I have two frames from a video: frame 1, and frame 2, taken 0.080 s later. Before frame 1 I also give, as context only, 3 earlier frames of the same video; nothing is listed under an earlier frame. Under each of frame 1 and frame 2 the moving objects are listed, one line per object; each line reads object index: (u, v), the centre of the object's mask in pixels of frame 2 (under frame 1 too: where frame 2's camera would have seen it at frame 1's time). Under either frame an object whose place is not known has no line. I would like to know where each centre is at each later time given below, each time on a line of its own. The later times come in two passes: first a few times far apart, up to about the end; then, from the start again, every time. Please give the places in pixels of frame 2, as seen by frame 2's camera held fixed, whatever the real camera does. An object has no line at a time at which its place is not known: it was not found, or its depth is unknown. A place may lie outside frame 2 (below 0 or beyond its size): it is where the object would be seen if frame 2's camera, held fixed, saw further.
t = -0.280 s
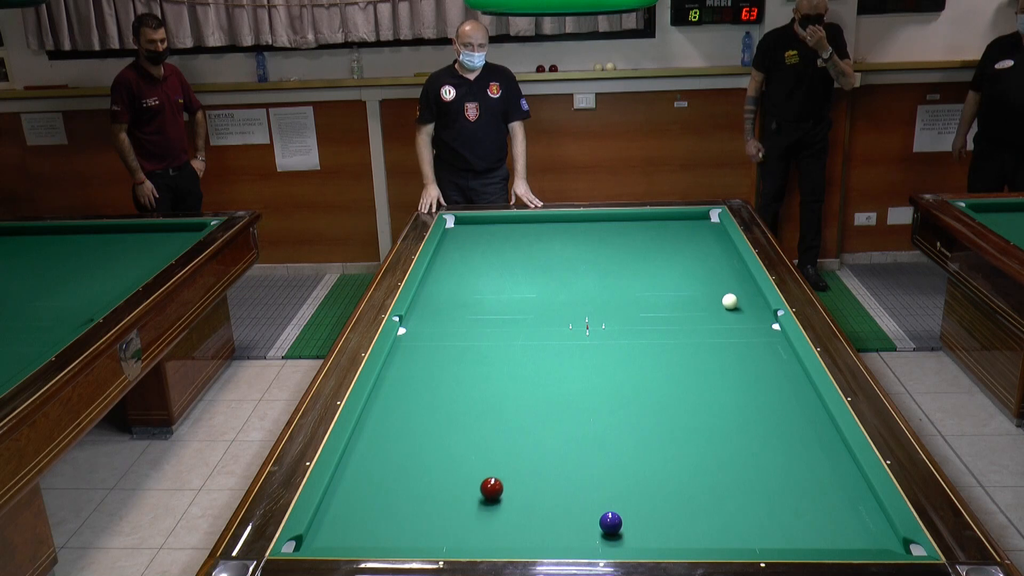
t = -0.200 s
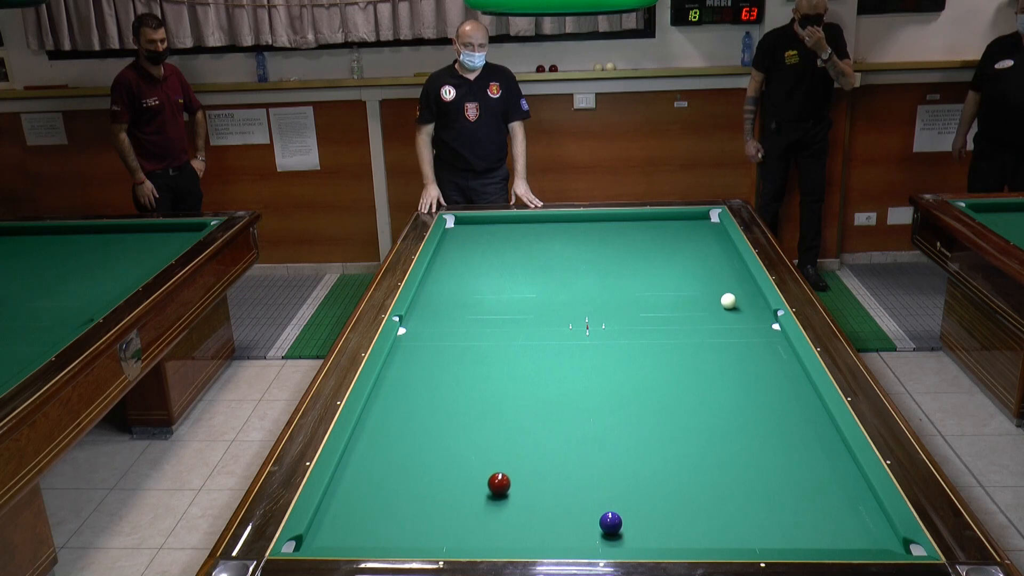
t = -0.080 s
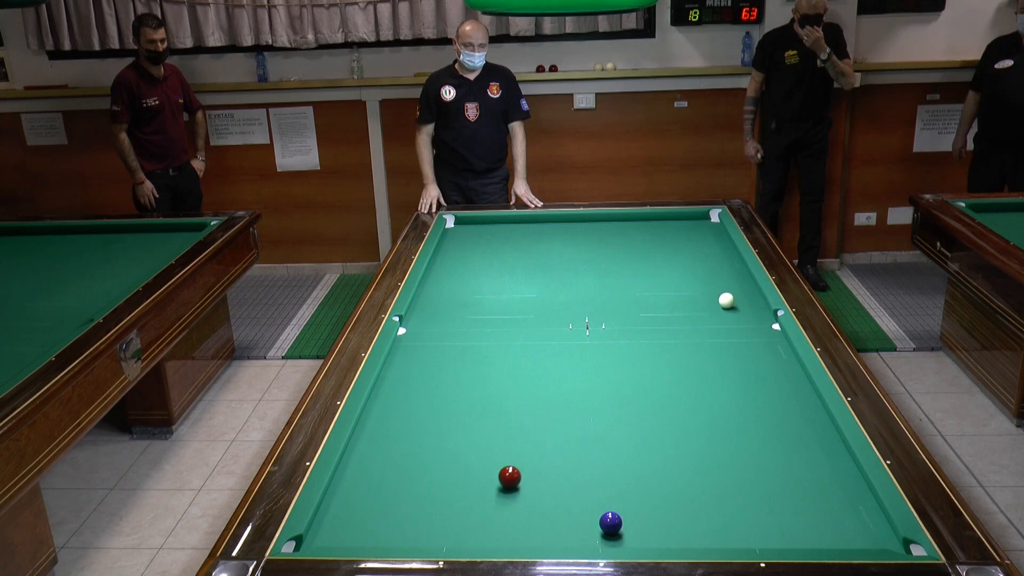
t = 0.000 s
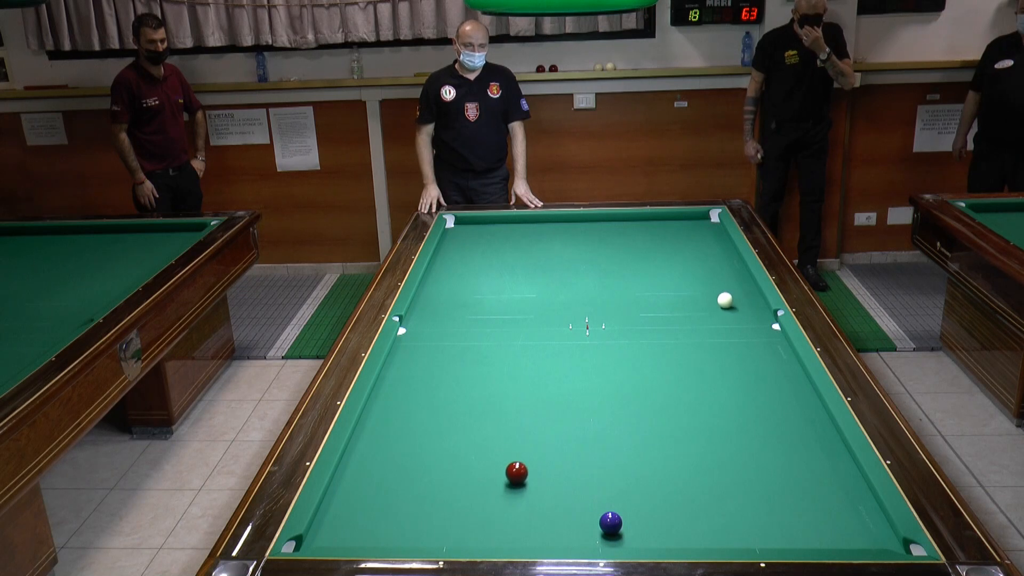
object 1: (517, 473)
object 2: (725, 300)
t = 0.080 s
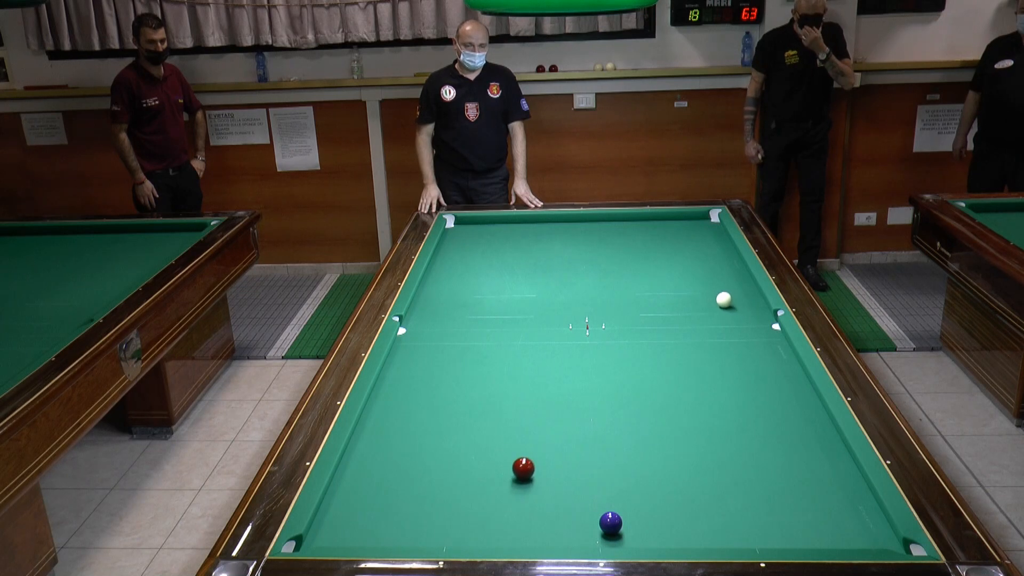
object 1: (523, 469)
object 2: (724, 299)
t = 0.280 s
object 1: (539, 458)
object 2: (721, 299)
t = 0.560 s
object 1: (560, 445)
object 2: (718, 298)
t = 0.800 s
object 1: (577, 434)
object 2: (715, 297)
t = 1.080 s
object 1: (594, 423)
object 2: (714, 297)
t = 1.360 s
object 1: (610, 412)
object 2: (713, 297)
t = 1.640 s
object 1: (625, 402)
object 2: (713, 296)
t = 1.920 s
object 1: (639, 393)
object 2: (713, 296)
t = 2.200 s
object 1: (651, 385)
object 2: (713, 297)
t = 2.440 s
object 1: (661, 378)
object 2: (713, 297)
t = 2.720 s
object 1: (671, 371)
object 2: (713, 297)
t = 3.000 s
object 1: (681, 364)
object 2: (713, 297)
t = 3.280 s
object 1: (690, 358)
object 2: (713, 297)
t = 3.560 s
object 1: (698, 352)
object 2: (713, 297)
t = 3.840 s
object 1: (705, 347)
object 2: (713, 297)
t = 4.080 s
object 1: (711, 343)
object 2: (713, 296)
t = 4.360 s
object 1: (716, 339)
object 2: (713, 296)
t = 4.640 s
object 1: (722, 335)
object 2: (713, 296)
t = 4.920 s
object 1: (726, 331)
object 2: (713, 296)
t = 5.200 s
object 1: (731, 328)
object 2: (713, 296)
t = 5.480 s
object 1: (735, 325)
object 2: (713, 296)
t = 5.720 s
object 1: (737, 323)
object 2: (713, 296)
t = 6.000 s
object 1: (740, 321)
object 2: (713, 297)
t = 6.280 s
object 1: (743, 319)
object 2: (713, 296)
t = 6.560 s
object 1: (745, 317)
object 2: (713, 297)
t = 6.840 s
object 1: (746, 316)
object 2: (713, 296)
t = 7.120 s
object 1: (747, 315)
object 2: (713, 296)
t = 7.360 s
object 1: (748, 314)
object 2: (713, 296)
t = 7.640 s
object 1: (748, 313)
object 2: (713, 296)
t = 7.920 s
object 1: (748, 313)
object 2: (713, 297)
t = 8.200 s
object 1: (748, 313)
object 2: (713, 297)
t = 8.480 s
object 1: (748, 313)
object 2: (713, 297)
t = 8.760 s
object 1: (748, 313)
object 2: (713, 297)
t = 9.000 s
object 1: (748, 313)
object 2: (713, 297)
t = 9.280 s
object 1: (748, 313)
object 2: (713, 297)
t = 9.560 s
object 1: (748, 313)
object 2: (713, 297)
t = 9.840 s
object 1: (748, 313)
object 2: (713, 296)
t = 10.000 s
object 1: (748, 313)
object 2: (713, 296)
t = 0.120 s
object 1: (527, 467)
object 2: (723, 299)
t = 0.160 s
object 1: (530, 465)
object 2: (723, 299)
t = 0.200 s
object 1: (533, 463)
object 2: (722, 299)
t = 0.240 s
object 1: (536, 461)
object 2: (721, 299)
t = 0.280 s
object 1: (539, 458)
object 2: (721, 299)
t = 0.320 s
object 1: (542, 457)
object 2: (720, 299)
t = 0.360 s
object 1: (545, 455)
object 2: (720, 298)
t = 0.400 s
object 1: (548, 453)
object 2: (719, 298)
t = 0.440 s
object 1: (551, 451)
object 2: (719, 298)
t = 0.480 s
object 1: (554, 449)
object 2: (718, 298)
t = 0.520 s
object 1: (557, 447)
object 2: (718, 298)
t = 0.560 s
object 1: (560, 445)
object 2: (718, 298)
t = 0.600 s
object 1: (563, 443)
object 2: (717, 298)
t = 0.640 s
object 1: (566, 441)
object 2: (717, 298)
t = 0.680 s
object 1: (568, 440)
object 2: (717, 298)
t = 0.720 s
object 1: (571, 438)
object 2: (716, 298)
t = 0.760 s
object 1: (574, 436)
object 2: (716, 297)
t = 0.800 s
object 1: (577, 434)
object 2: (715, 297)
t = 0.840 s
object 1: (579, 433)
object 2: (715, 297)
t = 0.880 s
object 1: (582, 431)
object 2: (715, 297)
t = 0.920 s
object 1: (584, 429)
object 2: (714, 297)
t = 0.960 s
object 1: (587, 428)
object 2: (714, 297)
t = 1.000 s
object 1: (589, 426)
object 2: (714, 297)
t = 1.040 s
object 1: (592, 424)
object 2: (714, 297)
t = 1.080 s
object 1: (594, 423)
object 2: (714, 297)
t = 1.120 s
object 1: (597, 421)
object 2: (714, 297)
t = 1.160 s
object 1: (599, 420)
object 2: (714, 297)
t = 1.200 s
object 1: (601, 418)
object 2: (713, 297)
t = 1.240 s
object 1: (604, 417)
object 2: (713, 297)
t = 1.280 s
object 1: (606, 415)
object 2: (713, 297)
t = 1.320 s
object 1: (608, 414)
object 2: (713, 297)
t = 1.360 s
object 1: (610, 412)
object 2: (713, 297)
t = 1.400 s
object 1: (613, 411)
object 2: (713, 296)
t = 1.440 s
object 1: (615, 409)
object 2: (713, 296)
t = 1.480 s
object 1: (617, 408)
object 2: (713, 296)
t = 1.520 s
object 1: (619, 407)
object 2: (713, 297)
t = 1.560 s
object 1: (621, 405)
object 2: (713, 296)
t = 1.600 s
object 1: (623, 404)
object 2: (713, 297)
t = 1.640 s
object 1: (625, 402)
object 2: (713, 296)
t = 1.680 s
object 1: (627, 401)
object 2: (713, 296)
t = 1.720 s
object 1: (629, 400)
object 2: (713, 296)
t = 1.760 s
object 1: (631, 398)
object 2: (713, 297)
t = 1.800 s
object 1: (633, 397)
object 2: (713, 297)
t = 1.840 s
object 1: (635, 396)
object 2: (713, 297)
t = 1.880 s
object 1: (637, 395)
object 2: (713, 297)
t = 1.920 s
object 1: (639, 393)
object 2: (713, 296)
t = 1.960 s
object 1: (640, 392)
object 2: (713, 297)
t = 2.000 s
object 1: (642, 391)
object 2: (713, 297)
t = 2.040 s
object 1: (644, 390)
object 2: (713, 297)
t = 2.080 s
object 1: (646, 388)
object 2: (713, 297)
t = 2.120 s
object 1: (648, 387)
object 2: (713, 297)
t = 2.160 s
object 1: (649, 386)
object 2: (713, 297)
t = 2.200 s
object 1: (651, 385)
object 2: (713, 297)
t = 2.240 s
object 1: (653, 384)
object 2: (713, 297)
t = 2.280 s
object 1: (654, 382)
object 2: (713, 297)
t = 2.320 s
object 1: (656, 381)
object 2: (713, 297)
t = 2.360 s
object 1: (658, 380)
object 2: (713, 297)
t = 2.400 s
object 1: (659, 379)
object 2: (713, 297)
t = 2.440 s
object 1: (661, 378)
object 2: (713, 297)
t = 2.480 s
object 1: (662, 377)
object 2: (713, 297)
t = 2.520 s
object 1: (664, 376)
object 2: (713, 297)
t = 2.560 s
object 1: (666, 375)
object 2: (713, 296)
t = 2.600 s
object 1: (667, 374)
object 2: (713, 296)
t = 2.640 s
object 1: (668, 373)
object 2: (713, 296)
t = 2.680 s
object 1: (670, 372)
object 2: (713, 297)
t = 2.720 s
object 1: (671, 371)
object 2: (713, 297)
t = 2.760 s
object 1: (673, 370)
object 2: (713, 297)
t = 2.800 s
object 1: (674, 369)
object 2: (713, 297)
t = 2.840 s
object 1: (676, 368)
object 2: (713, 297)
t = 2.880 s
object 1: (677, 367)
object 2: (713, 297)
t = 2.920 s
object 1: (678, 366)
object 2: (713, 297)
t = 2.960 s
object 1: (680, 365)
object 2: (713, 297)
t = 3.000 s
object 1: (681, 364)
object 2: (713, 297)
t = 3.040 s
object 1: (683, 363)
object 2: (713, 297)
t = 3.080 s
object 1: (684, 362)
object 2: (713, 297)
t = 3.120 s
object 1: (685, 361)
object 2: (713, 297)
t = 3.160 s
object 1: (686, 361)
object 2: (713, 296)
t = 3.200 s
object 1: (688, 360)
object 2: (713, 297)
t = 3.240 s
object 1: (689, 359)
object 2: (713, 297)
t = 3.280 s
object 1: (690, 358)
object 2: (713, 297)
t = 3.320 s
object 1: (691, 357)
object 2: (713, 297)
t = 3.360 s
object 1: (692, 356)
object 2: (713, 297)
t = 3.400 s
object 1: (693, 356)
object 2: (713, 297)
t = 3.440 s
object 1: (695, 355)
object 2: (713, 297)
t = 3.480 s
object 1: (696, 354)
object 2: (713, 297)
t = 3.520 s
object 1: (697, 353)
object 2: (713, 297)
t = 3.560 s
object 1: (698, 352)
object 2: (713, 297)
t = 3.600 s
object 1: (699, 352)
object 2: (713, 297)
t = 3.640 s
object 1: (700, 351)
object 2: (713, 297)
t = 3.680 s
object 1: (701, 350)
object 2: (713, 297)
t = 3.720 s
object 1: (702, 349)
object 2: (713, 297)
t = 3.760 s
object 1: (703, 349)
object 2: (713, 297)
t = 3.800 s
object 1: (704, 348)
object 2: (713, 297)
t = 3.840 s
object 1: (705, 347)
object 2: (713, 297)
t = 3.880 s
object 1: (706, 346)
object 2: (713, 297)
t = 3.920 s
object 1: (707, 346)
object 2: (713, 297)
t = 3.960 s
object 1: (708, 345)
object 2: (713, 297)
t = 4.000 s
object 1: (709, 344)
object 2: (713, 297)
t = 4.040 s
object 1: (710, 344)
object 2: (713, 296)
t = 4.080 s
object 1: (711, 343)
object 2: (713, 296)
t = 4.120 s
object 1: (711, 342)
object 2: (713, 296)
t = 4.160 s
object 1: (712, 342)
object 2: (713, 296)
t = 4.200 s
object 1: (713, 341)
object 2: (713, 296)
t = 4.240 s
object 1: (714, 340)
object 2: (713, 296)
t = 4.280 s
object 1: (715, 340)
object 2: (713, 296)
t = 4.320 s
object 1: (716, 339)
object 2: (713, 296)
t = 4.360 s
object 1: (716, 339)
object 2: (713, 296)
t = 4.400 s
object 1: (717, 338)
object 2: (713, 296)
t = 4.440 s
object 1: (718, 337)
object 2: (713, 296)
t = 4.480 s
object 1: (719, 337)
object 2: (713, 296)
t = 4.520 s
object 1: (719, 336)
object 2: (713, 296)
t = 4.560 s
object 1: (720, 336)
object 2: (713, 296)
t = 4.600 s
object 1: (721, 335)
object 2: (713, 296)
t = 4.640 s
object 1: (722, 335)
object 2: (713, 296)
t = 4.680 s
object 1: (722, 334)
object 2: (713, 296)
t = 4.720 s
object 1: (723, 334)
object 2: (713, 296)
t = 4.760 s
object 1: (724, 333)
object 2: (713, 296)
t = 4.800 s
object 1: (724, 333)
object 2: (713, 296)
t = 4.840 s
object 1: (725, 332)
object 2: (713, 296)
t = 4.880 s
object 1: (726, 332)
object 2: (713, 296)
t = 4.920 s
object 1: (726, 331)
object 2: (713, 296)
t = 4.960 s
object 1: (727, 331)
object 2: (713, 296)
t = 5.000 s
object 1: (728, 330)
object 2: (713, 296)
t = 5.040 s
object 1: (728, 330)
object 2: (713, 296)
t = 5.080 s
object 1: (729, 329)
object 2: (713, 296)
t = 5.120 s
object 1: (730, 329)
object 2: (713, 296)
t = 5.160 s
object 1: (730, 328)
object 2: (713, 296)
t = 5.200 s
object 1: (731, 328)
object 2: (713, 296)
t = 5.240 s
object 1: (731, 328)
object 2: (713, 296)
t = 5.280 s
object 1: (732, 327)
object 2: (713, 296)
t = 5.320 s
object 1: (732, 327)
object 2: (713, 296)
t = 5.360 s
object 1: (733, 326)
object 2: (713, 296)
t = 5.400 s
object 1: (733, 326)
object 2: (713, 296)
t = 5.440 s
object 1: (734, 325)
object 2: (713, 296)
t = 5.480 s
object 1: (735, 325)
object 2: (713, 296)
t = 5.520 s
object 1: (735, 325)
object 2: (713, 296)
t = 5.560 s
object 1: (736, 324)
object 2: (713, 296)
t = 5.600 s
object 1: (736, 324)
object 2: (713, 296)
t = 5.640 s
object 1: (737, 324)
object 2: (713, 296)
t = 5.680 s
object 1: (737, 323)
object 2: (713, 296)
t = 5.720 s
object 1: (737, 323)
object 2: (713, 296)
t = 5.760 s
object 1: (738, 323)
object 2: (713, 296)
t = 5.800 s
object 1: (738, 322)
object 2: (713, 296)
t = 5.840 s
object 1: (739, 322)
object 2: (713, 296)
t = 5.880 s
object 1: (739, 322)
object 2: (713, 297)
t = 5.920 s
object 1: (739, 321)
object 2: (713, 297)
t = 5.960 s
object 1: (740, 321)
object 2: (713, 297)
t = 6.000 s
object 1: (740, 321)
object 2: (713, 297)
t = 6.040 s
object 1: (741, 320)
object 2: (713, 297)
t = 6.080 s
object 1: (741, 320)
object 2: (713, 297)
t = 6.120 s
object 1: (741, 320)
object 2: (713, 297)
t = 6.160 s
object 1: (742, 319)
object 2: (713, 296)
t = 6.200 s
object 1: (742, 319)
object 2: (713, 296)
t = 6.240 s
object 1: (742, 319)
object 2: (713, 296)
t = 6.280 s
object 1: (743, 319)
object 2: (713, 296)
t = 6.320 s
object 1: (743, 318)
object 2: (713, 296)
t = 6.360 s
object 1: (743, 318)
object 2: (713, 296)
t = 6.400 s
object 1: (744, 318)
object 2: (713, 296)
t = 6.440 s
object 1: (744, 318)
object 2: (713, 296)
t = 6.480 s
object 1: (744, 318)
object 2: (713, 296)
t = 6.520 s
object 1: (744, 317)
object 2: (713, 297)
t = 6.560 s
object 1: (745, 317)
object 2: (713, 297)
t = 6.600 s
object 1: (745, 317)
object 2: (713, 297)
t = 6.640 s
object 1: (745, 317)
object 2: (713, 297)
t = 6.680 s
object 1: (745, 316)
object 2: (713, 297)
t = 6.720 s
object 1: (746, 316)
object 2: (713, 297)
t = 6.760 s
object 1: (746, 316)
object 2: (713, 296)
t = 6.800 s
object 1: (746, 316)
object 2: (713, 296)
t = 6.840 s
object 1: (746, 316)
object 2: (713, 296)
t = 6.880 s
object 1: (746, 316)
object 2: (713, 296)
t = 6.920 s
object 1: (747, 315)
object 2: (713, 296)
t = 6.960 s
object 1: (747, 315)
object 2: (713, 296)
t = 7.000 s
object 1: (747, 315)
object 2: (713, 296)
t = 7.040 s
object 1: (747, 315)
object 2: (713, 296)
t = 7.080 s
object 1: (747, 315)
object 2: (713, 296)
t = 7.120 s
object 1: (747, 315)
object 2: (713, 296)
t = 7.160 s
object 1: (748, 314)
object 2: (713, 296)
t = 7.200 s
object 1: (748, 314)
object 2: (713, 296)
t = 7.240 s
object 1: (748, 314)
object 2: (713, 296)
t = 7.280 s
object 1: (748, 314)
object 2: (713, 296)
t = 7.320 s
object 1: (748, 314)
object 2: (713, 296)
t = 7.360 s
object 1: (748, 314)
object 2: (713, 296)
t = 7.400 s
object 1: (748, 314)
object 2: (713, 296)
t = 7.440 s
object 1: (748, 314)
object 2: (713, 296)
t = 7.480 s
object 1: (748, 314)
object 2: (713, 296)
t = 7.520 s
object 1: (748, 314)
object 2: (713, 296)
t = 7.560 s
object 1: (748, 313)
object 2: (713, 296)
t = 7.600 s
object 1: (748, 313)
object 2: (713, 296)
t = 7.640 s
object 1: (748, 313)
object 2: (713, 296)
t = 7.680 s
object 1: (748, 313)
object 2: (713, 297)
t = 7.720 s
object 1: (748, 313)
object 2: (713, 297)
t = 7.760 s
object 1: (748, 313)
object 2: (713, 297)
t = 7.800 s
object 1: (748, 313)
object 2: (713, 297)
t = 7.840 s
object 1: (748, 313)
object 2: (713, 297)
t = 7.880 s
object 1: (748, 313)
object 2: (713, 297)
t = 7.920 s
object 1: (748, 313)
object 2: (713, 297)
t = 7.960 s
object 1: (748, 313)
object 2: (713, 297)
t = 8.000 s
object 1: (748, 313)
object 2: (713, 297)
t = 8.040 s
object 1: (748, 313)
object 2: (713, 297)
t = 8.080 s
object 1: (748, 313)
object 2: (713, 297)
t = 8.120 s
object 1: (748, 313)
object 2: (713, 297)
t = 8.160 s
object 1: (748, 313)
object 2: (713, 297)
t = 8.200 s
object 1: (748, 313)
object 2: (713, 297)
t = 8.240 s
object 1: (748, 313)
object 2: (713, 297)
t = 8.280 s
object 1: (748, 313)
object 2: (713, 297)
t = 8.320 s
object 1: (748, 313)
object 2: (713, 296)
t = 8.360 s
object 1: (748, 313)
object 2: (713, 297)
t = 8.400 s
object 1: (748, 313)
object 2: (713, 297)
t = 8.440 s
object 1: (748, 313)
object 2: (713, 297)
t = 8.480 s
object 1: (748, 313)
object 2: (713, 297)
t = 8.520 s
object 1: (748, 313)
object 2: (713, 296)
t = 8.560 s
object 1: (748, 313)
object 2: (713, 297)
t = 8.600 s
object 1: (748, 313)
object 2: (713, 297)
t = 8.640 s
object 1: (748, 313)
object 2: (713, 297)
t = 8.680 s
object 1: (748, 313)
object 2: (713, 297)
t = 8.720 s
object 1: (748, 313)
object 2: (713, 297)
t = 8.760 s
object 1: (748, 313)
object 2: (713, 297)
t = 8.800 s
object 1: (748, 313)
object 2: (713, 297)
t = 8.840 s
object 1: (748, 313)
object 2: (713, 297)
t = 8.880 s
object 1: (748, 313)
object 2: (713, 297)
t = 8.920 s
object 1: (748, 313)
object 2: (713, 297)
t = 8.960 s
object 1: (748, 313)
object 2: (713, 297)
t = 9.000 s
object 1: (748, 313)
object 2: (713, 297)
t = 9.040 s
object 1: (748, 313)
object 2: (713, 297)
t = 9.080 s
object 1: (748, 313)
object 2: (713, 297)
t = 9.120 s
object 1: (748, 313)
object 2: (713, 297)
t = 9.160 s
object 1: (748, 313)
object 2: (713, 297)
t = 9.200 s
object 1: (748, 313)
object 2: (713, 296)
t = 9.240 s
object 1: (748, 313)
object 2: (713, 297)
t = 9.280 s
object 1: (748, 313)
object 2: (713, 297)
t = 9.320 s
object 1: (748, 313)
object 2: (713, 297)
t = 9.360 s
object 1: (748, 313)
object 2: (713, 297)
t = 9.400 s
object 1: (748, 313)
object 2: (713, 296)
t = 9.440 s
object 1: (748, 313)
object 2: (713, 297)
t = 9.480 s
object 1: (748, 313)
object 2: (713, 297)
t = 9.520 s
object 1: (748, 313)
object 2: (713, 297)
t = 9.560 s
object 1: (748, 313)
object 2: (713, 297)
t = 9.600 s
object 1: (748, 313)
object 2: (713, 297)
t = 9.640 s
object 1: (748, 313)
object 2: (713, 297)
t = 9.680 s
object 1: (748, 313)
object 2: (713, 296)
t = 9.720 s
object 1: (748, 313)
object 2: (713, 296)
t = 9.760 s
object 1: (748, 313)
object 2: (713, 296)
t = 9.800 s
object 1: (748, 313)
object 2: (713, 297)
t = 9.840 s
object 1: (748, 313)
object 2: (713, 296)
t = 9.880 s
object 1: (748, 313)
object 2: (713, 297)
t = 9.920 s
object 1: (748, 313)
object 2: (713, 296)
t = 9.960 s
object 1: (748, 313)
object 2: (713, 296)
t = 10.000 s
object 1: (748, 313)
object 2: (713, 296)
